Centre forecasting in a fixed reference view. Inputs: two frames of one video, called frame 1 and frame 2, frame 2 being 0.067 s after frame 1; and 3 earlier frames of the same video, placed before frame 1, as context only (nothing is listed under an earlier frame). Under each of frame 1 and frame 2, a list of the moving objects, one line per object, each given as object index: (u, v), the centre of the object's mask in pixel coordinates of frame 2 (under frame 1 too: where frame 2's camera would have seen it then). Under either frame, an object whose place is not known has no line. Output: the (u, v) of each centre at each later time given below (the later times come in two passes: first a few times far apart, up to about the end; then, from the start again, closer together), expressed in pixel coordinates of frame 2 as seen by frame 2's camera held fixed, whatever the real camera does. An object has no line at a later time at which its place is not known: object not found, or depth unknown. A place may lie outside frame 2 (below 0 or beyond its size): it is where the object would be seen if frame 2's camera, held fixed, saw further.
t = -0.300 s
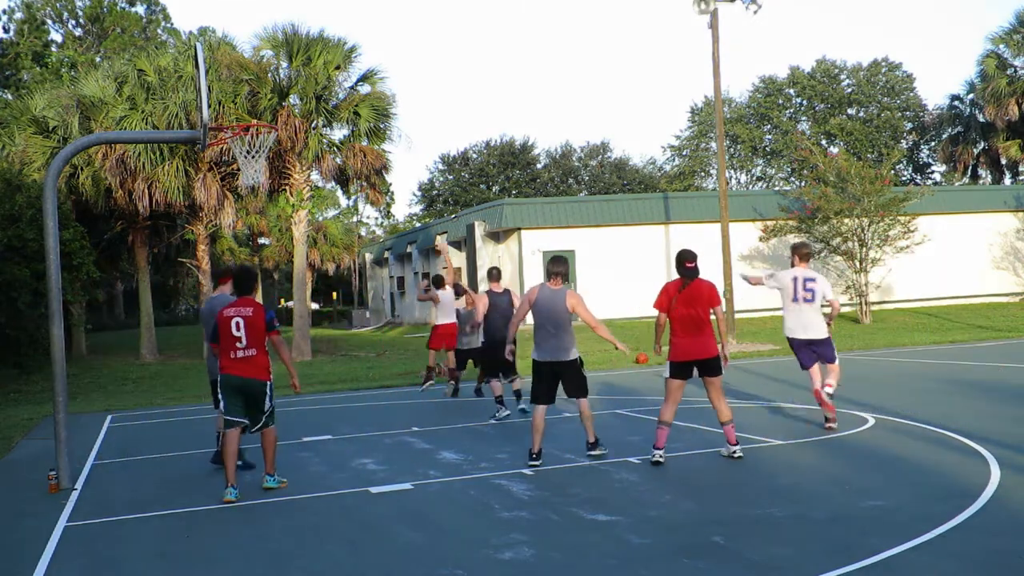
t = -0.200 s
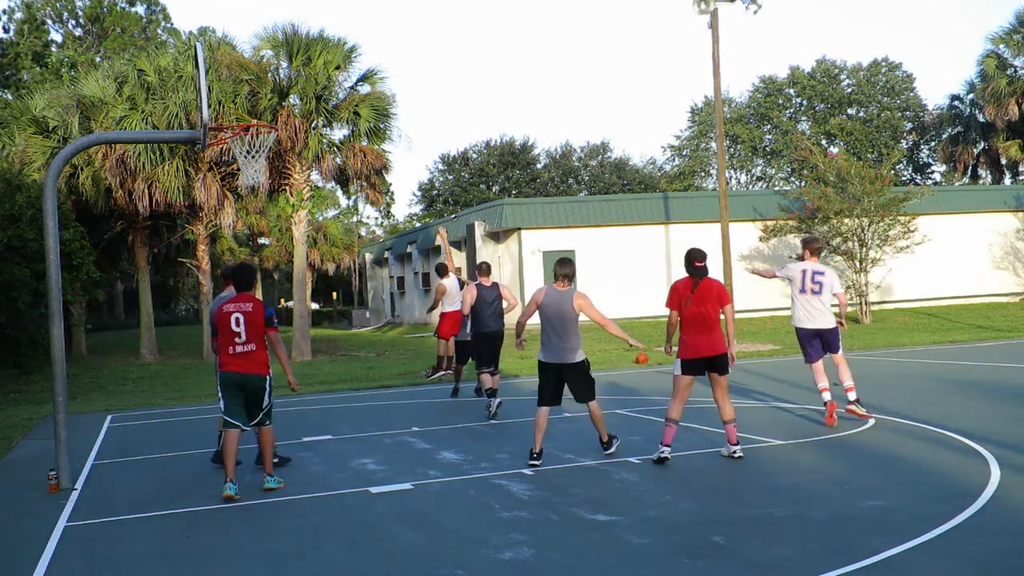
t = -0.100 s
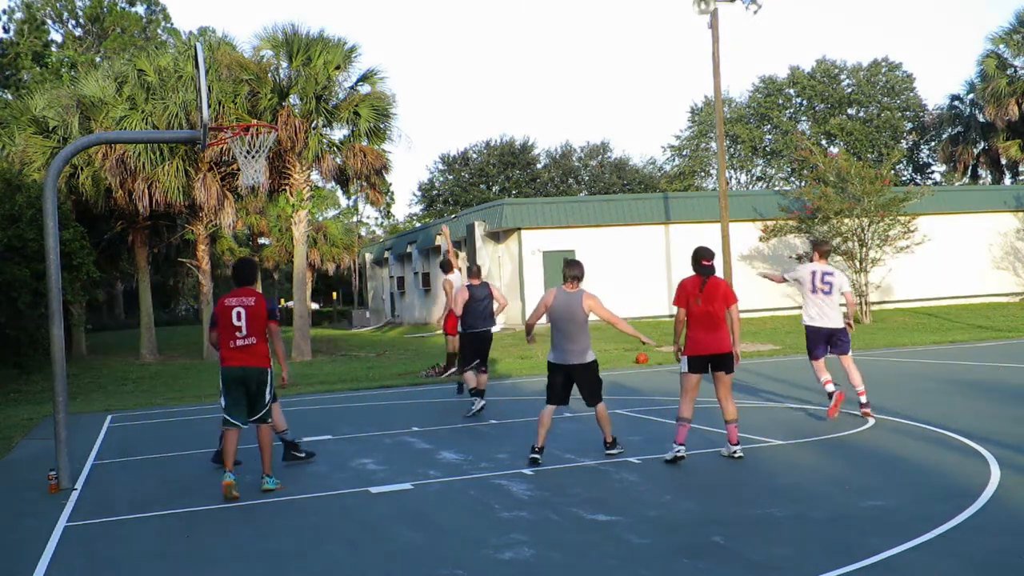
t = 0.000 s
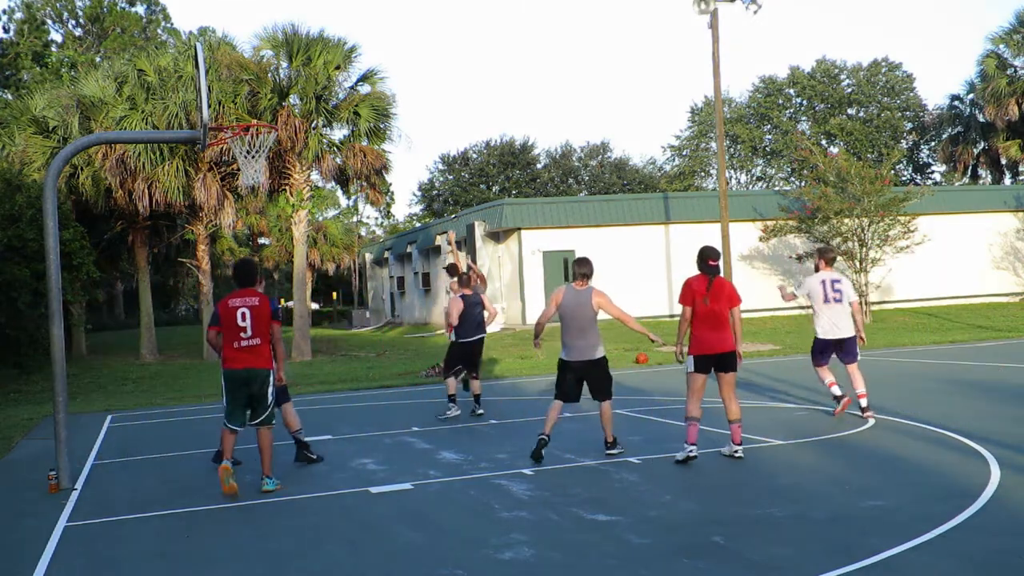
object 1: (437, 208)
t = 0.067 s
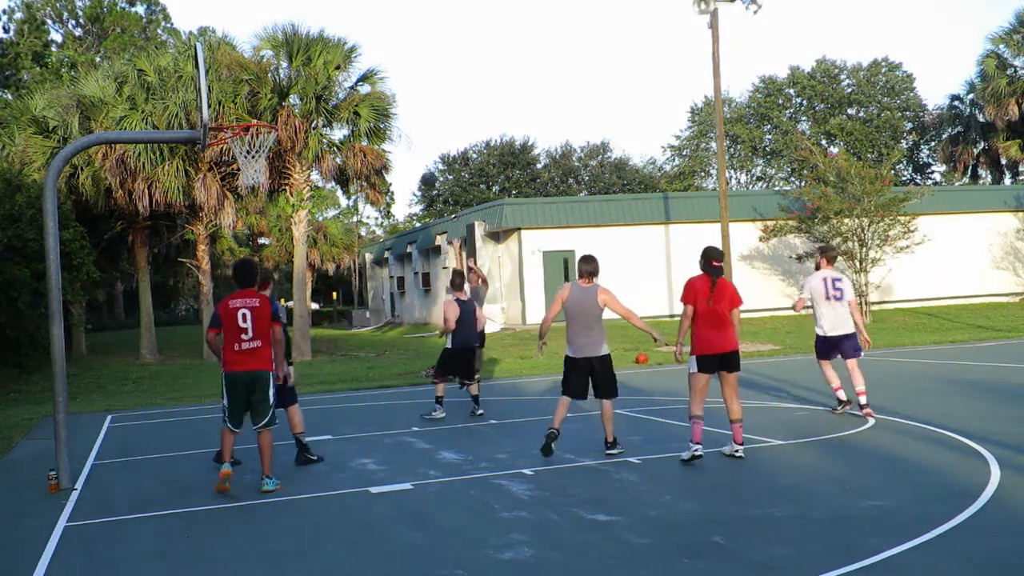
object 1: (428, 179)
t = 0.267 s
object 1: (400, 104)
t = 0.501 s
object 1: (365, 45)
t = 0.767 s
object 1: (319, 25)
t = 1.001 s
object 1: (276, 64)
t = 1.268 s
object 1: (255, 160)
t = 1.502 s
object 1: (255, 168)
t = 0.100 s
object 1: (424, 165)
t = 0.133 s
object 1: (419, 152)
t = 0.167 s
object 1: (414, 139)
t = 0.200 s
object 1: (409, 127)
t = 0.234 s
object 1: (405, 115)
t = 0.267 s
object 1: (400, 104)
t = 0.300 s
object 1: (395, 94)
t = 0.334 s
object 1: (390, 84)
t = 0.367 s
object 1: (385, 75)
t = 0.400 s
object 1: (380, 66)
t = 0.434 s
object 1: (375, 59)
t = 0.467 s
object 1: (370, 51)
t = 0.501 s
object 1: (365, 45)
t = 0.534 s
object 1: (359, 39)
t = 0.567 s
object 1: (354, 35)
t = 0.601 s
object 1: (348, 31)
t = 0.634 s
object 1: (343, 28)
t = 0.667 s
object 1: (337, 26)
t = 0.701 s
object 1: (331, 25)
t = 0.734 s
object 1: (325, 25)
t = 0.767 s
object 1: (319, 25)
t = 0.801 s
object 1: (314, 27)
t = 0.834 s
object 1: (308, 30)
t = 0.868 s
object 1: (302, 34)
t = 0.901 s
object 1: (295, 39)
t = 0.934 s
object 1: (289, 46)
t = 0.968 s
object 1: (282, 54)
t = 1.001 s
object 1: (276, 64)
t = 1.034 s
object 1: (268, 75)
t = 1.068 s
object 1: (261, 87)
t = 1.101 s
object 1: (255, 103)
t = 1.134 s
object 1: (248, 114)
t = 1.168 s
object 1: (245, 132)
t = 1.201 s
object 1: (251, 142)
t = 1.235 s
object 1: (252, 145)
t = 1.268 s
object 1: (255, 160)
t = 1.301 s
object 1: (255, 154)
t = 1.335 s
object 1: (258, 153)
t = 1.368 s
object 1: (257, 152)
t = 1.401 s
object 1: (257, 154)
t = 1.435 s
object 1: (256, 158)
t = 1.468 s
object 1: (255, 162)
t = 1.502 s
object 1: (255, 168)
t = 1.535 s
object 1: (255, 174)
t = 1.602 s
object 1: (256, 189)
